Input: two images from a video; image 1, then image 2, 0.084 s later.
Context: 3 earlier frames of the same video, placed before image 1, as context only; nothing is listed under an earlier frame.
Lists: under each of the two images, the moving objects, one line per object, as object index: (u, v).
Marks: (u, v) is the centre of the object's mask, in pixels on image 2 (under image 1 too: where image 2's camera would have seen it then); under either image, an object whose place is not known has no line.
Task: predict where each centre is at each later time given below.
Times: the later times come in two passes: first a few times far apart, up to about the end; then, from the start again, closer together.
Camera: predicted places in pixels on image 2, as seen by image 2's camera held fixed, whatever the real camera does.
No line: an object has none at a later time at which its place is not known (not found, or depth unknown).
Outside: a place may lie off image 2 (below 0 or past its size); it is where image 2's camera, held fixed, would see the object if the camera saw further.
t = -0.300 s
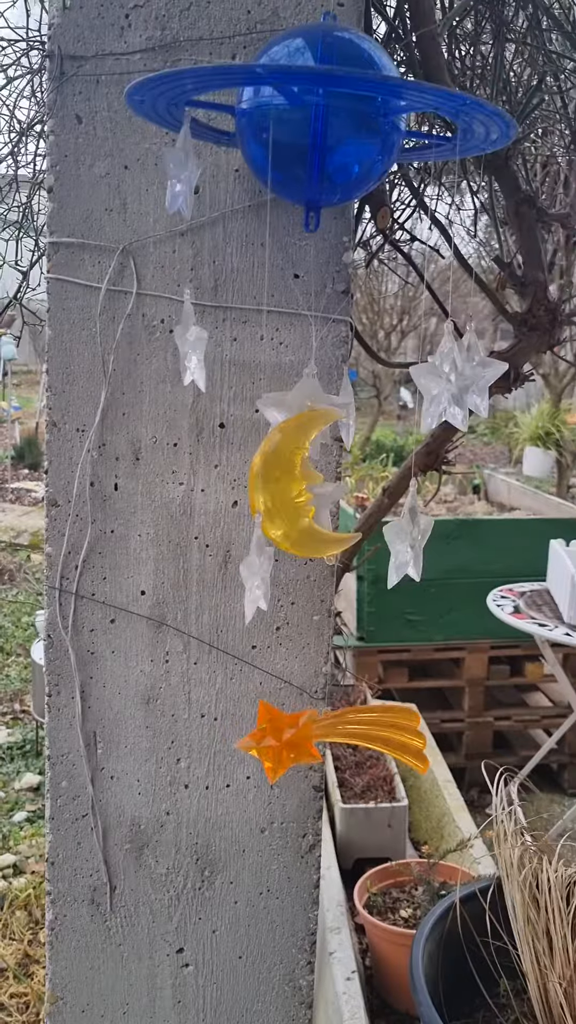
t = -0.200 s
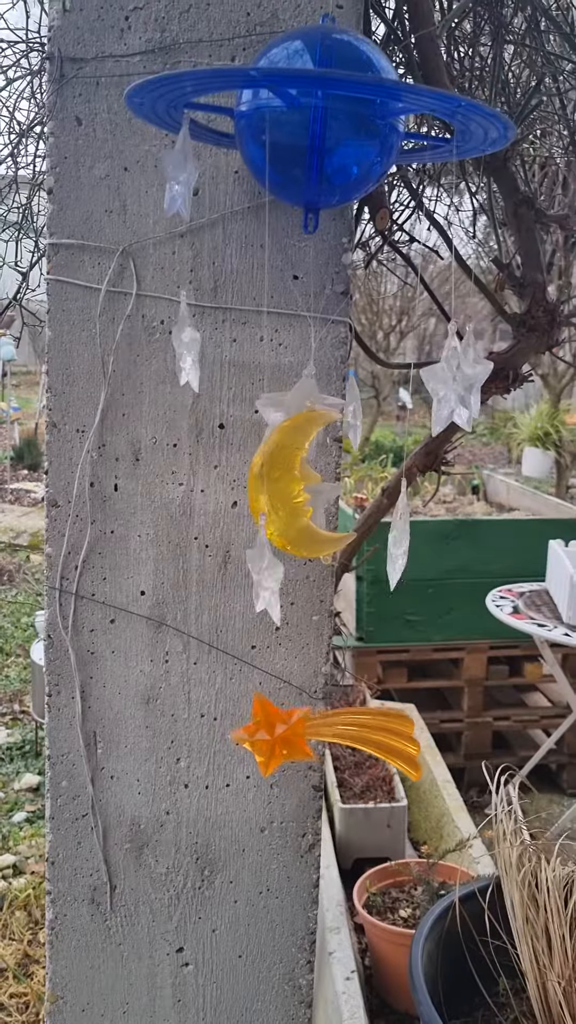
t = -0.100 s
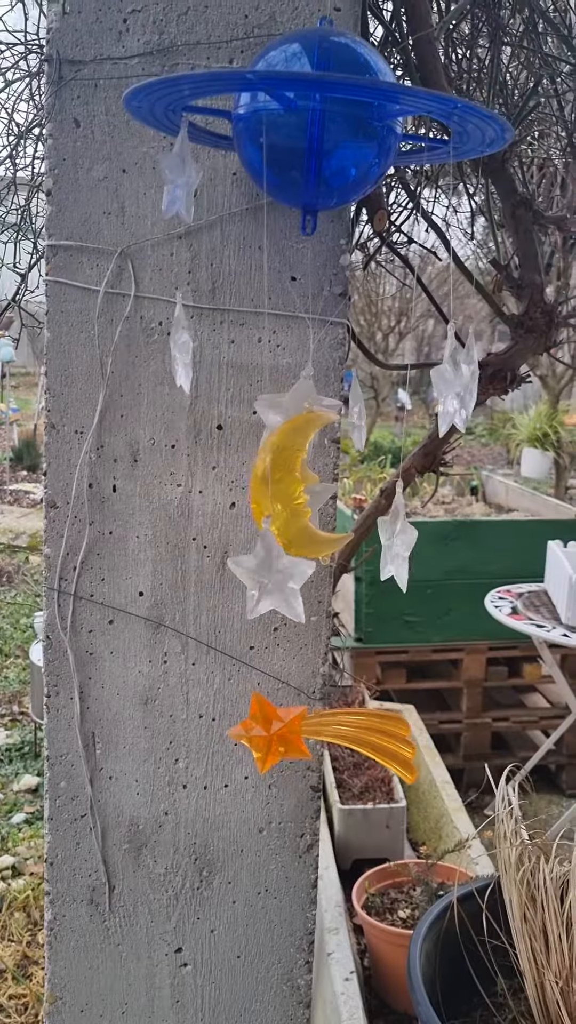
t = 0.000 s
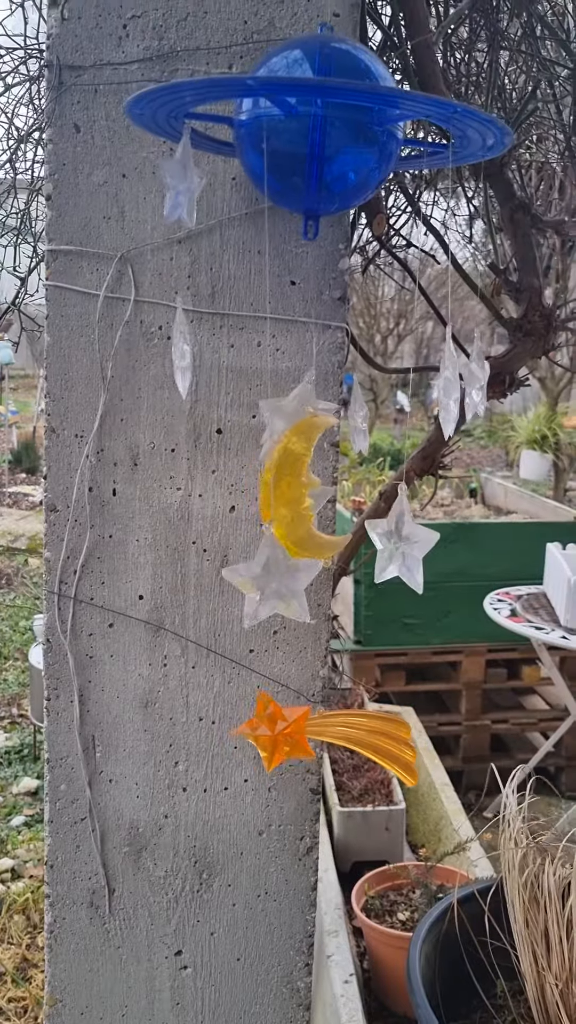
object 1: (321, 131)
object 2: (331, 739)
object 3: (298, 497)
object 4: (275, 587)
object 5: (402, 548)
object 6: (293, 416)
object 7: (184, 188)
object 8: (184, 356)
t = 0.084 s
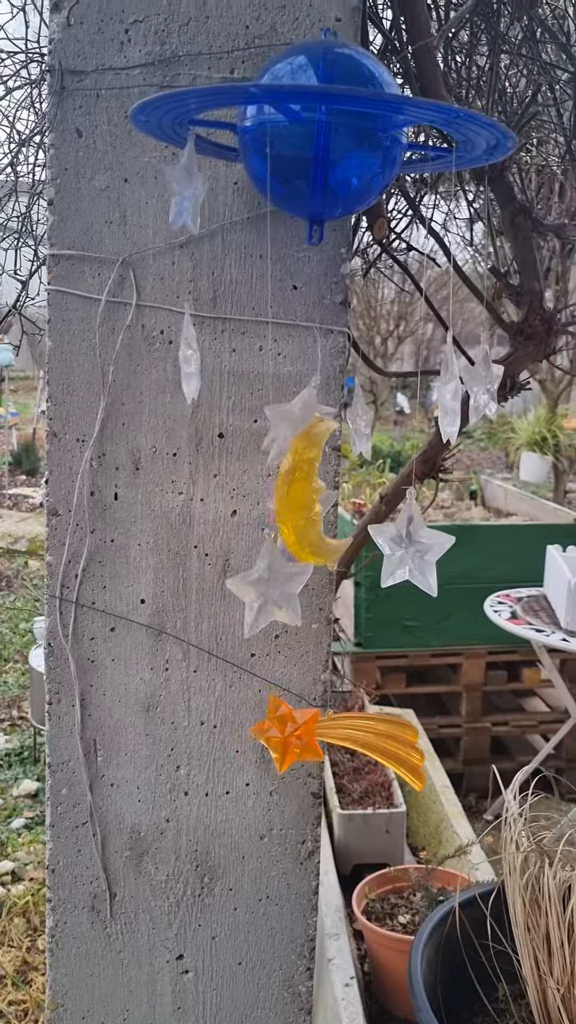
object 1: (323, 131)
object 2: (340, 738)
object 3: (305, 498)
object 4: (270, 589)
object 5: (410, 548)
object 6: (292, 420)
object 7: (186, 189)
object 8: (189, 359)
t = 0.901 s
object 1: (331, 130)
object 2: (351, 734)
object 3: (329, 493)
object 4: (300, 582)
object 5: (425, 553)
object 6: (305, 426)
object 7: (194, 193)
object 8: (200, 364)
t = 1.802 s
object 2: (328, 767)
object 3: (318, 495)
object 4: (255, 574)
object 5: (397, 553)
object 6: (352, 427)
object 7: (193, 195)
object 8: (197, 364)
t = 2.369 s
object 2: (339, 762)
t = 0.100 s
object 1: (324, 130)
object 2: (342, 737)
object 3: (307, 498)
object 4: (269, 590)
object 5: (412, 548)
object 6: (293, 421)
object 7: (186, 189)
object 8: (191, 360)
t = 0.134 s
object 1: (325, 130)
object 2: (346, 737)
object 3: (311, 498)
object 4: (267, 591)
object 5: (416, 547)
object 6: (294, 422)
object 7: (187, 190)
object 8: (195, 360)
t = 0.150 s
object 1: (325, 130)
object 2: (348, 736)
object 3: (314, 498)
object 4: (266, 590)
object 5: (418, 546)
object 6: (295, 423)
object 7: (188, 190)
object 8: (197, 360)
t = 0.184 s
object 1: (326, 130)
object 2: (352, 735)
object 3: (318, 498)
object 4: (264, 589)
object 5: (421, 545)
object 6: (297, 425)
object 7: (190, 191)
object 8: (200, 361)
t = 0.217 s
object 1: (327, 130)
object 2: (355, 734)
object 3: (323, 497)
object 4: (264, 590)
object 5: (425, 544)
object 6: (300, 425)
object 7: (192, 192)
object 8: (204, 362)
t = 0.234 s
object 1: (327, 130)
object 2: (357, 733)
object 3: (325, 497)
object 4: (265, 590)
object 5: (426, 543)
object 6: (301, 426)
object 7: (192, 192)
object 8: (205, 363)
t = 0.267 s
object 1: (329, 130)
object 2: (361, 732)
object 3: (329, 496)
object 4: (265, 592)
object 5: (429, 542)
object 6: (304, 426)
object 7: (194, 193)
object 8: (208, 363)
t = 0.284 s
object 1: (330, 130)
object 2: (362, 731)
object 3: (331, 497)
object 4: (266, 592)
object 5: (430, 542)
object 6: (306, 427)
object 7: (195, 192)
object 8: (209, 364)
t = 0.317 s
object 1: (331, 130)
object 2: (365, 730)
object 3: (336, 495)
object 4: (268, 593)
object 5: (433, 541)
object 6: (308, 427)
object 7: (196, 193)
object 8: (211, 364)
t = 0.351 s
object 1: (332, 130)
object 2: (367, 729)
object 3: (339, 494)
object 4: (270, 592)
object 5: (435, 541)
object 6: (311, 427)
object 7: (198, 193)
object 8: (212, 364)
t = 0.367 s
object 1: (333, 130)
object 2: (368, 728)
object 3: (342, 494)
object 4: (271, 592)
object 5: (437, 541)
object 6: (312, 428)
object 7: (198, 193)
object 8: (212, 364)
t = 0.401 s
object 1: (334, 130)
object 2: (369, 728)
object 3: (345, 493)
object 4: (273, 592)
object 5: (439, 539)
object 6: (314, 427)
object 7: (199, 194)
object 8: (212, 364)
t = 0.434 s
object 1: (335, 130)
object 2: (370, 727)
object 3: (348, 493)
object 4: (276, 591)
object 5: (441, 538)
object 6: (316, 426)
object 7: (200, 194)
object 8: (212, 364)
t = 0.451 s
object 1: (336, 130)
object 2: (370, 726)
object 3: (349, 493)
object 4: (277, 591)
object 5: (444, 536)
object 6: (317, 425)
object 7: (200, 193)
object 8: (212, 365)
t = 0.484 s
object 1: (337, 130)
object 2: (370, 726)
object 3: (351, 493)
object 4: (280, 590)
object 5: (447, 536)
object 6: (319, 425)
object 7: (201, 195)
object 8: (211, 366)
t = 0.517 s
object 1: (339, 130)
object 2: (370, 726)
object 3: (353, 492)
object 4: (282, 589)
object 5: (450, 538)
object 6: (321, 425)
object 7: (201, 196)
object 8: (210, 368)
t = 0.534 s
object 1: (338, 131)
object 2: (370, 726)
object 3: (353, 492)
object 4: (284, 589)
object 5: (452, 540)
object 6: (322, 425)
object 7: (201, 196)
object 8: (209, 369)
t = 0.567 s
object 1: (338, 131)
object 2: (369, 726)
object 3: (354, 491)
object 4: (286, 588)
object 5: (454, 541)
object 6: (322, 425)
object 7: (201, 196)
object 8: (207, 369)
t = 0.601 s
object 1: (339, 131)
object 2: (368, 726)
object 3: (354, 490)
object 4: (289, 586)
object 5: (456, 543)
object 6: (322, 425)
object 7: (201, 196)
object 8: (206, 368)
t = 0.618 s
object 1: (339, 131)
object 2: (368, 726)
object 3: (354, 488)
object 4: (290, 585)
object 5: (457, 543)
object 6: (322, 425)
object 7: (201, 196)
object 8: (205, 368)
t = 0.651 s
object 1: (340, 130)
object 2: (366, 726)
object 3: (352, 491)
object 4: (293, 583)
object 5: (458, 543)
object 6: (321, 424)
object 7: (201, 195)
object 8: (203, 367)
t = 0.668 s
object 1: (338, 131)
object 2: (365, 726)
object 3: (351, 491)
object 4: (294, 582)
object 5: (458, 544)
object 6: (320, 424)
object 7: (200, 195)
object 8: (202, 365)
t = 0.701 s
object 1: (338, 131)
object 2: (364, 727)
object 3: (349, 491)
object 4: (296, 581)
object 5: (457, 546)
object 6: (318, 425)
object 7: (200, 194)
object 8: (201, 364)
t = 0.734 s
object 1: (337, 131)
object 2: (362, 727)
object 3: (346, 492)
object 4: (298, 581)
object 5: (454, 548)
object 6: (317, 425)
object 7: (199, 195)
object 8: (200, 365)
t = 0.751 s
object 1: (337, 131)
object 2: (361, 728)
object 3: (345, 492)
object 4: (300, 579)
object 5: (453, 550)
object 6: (316, 425)
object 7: (199, 195)
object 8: (200, 366)
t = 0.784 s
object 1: (336, 131)
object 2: (359, 729)
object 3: (342, 492)
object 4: (301, 579)
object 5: (449, 551)
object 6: (314, 426)
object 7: (198, 195)
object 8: (200, 366)
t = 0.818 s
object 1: (335, 131)
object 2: (357, 730)
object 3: (338, 493)
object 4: (302, 581)
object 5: (443, 551)
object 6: (311, 427)
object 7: (198, 194)
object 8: (200, 365)
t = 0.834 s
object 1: (334, 130)
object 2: (356, 730)
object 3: (336, 493)
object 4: (303, 581)
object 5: (440, 553)
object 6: (310, 426)
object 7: (197, 194)
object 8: (200, 365)
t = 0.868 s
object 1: (332, 130)
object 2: (353, 731)
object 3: (332, 493)
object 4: (302, 581)
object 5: (433, 553)
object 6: (307, 426)
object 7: (195, 193)
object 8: (200, 365)
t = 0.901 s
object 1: (331, 130)
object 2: (351, 734)
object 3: (329, 493)
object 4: (300, 582)
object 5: (425, 553)
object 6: (305, 426)
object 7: (194, 193)
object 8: (200, 364)
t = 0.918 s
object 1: (330, 130)
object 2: (351, 735)
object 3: (327, 494)
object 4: (298, 583)
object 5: (421, 553)
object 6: (303, 426)
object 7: (193, 193)
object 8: (200, 364)
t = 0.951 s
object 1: (328, 130)
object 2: (349, 739)
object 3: (324, 496)
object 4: (294, 585)
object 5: (413, 552)
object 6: (301, 425)
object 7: (191, 192)
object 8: (200, 364)
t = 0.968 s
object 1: (327, 130)
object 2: (347, 740)
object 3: (322, 497)
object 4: (292, 586)
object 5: (409, 552)
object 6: (299, 425)
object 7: (191, 191)
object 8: (199, 363)
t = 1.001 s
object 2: (345, 742)
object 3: (318, 496)
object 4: (285, 588)
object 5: (401, 552)
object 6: (296, 424)
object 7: (189, 191)
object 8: (198, 363)
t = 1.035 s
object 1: (324, 130)
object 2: (343, 745)
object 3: (314, 496)
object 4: (277, 590)
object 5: (394, 551)
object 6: (294, 424)
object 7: (187, 192)
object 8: (196, 362)
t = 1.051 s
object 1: (323, 130)
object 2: (342, 746)
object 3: (313, 496)
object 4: (273, 590)
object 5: (391, 550)
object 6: (292, 424)
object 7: (186, 191)
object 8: (195, 362)
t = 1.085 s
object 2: (340, 746)
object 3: (310, 496)
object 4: (262, 590)
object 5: (386, 548)
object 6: (290, 422)
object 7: (184, 190)
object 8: (192, 361)
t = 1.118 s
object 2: (339, 746)
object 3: (306, 498)
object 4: (252, 589)
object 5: (382, 546)
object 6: (292, 419)
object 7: (183, 190)
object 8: (189, 360)
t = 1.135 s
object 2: (338, 747)
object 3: (304, 500)
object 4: (247, 589)
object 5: (381, 545)
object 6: (292, 418)
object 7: (183, 190)
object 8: (187, 360)
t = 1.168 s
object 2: (337, 750)
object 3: (300, 500)
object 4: (237, 590)
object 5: (379, 544)
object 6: (293, 417)
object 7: (182, 190)
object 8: (184, 360)
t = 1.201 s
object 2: (335, 753)
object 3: (296, 500)
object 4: (228, 591)
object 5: (380, 542)
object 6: (294, 414)
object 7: (181, 190)
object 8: (182, 359)
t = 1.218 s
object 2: (333, 754)
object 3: (295, 500)
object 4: (224, 589)
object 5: (381, 542)
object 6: (294, 413)
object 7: (180, 189)
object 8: (180, 359)
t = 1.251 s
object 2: (331, 757)
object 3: (292, 500)
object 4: (215, 589)
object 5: (383, 541)
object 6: (296, 411)
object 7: (179, 189)
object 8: (178, 358)
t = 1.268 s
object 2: (330, 758)
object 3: (291, 499)
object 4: (212, 588)
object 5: (384, 541)
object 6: (297, 410)
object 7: (179, 189)
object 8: (177, 357)
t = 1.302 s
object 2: (327, 760)
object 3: (290, 499)
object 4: (205, 588)
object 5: (386, 541)
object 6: (299, 409)
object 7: (179, 188)
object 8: (175, 355)
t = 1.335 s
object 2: (324, 762)
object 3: (289, 498)
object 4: (200, 587)
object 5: (389, 542)
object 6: (305, 417)
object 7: (178, 188)
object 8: (174, 355)
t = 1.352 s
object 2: (323, 763)
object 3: (289, 499)
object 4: (198, 587)
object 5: (390, 542)
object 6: (306, 416)
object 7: (179, 189)
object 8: (174, 355)
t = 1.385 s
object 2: (321, 766)
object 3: (289, 499)
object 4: (194, 586)
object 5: (393, 543)
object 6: (310, 417)
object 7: (179, 189)
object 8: (174, 355)
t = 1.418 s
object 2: (319, 767)
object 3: (289, 498)
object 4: (192, 585)
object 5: (395, 544)
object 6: (312, 417)
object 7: (181, 190)
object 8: (174, 357)
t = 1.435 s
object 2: (318, 768)
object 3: (290, 499)
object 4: (192, 584)
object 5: (396, 545)
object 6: (313, 419)
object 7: (181, 191)
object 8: (175, 358)
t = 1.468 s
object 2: (317, 769)
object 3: (291, 498)
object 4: (192, 583)
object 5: (398, 546)
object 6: (319, 420)
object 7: (183, 191)
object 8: (178, 359)
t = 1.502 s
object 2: (317, 769)
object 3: (293, 498)
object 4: (193, 583)
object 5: (400, 548)
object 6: (323, 420)
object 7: (184, 192)
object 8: (181, 360)
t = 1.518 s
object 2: (317, 769)
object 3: (294, 498)
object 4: (195, 582)
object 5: (400, 549)
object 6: (325, 420)
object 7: (184, 192)
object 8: (182, 360)
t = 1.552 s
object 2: (317, 769)
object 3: (296, 498)
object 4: (198, 580)
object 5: (401, 551)
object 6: (329, 421)
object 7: (185, 192)
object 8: (185, 360)
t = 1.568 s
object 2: (317, 769)
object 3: (298, 498)
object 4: (200, 579)
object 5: (401, 551)
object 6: (332, 421)
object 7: (186, 192)
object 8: (186, 361)
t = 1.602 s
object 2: (318, 769)
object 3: (300, 497)
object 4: (206, 578)
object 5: (400, 553)
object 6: (336, 422)
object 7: (188, 192)
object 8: (189, 360)
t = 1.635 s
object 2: (320, 769)
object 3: (303, 497)
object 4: (213, 577)
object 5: (400, 554)
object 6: (340, 422)
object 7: (189, 193)
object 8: (192, 360)
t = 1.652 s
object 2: (320, 769)
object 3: (304, 497)
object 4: (216, 576)
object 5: (399, 554)
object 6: (342, 424)
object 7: (190, 193)
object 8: (193, 361)
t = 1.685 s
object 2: (322, 769)
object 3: (307, 496)
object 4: (224, 576)
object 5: (398, 554)
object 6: (345, 426)
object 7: (191, 194)
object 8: (195, 362)
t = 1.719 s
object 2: (323, 769)
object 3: (310, 495)
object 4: (233, 576)
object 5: (398, 554)
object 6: (348, 426)
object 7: (191, 195)
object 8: (196, 363)
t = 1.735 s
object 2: (324, 769)
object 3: (312, 495)
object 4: (237, 575)
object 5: (397, 554)
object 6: (348, 426)
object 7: (191, 195)
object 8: (196, 364)
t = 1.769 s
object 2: (326, 768)
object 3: (315, 495)
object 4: (246, 574)
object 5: (397, 554)
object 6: (351, 427)
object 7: (191, 195)
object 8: (197, 364)
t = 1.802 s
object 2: (328, 767)
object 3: (318, 495)
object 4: (255, 574)
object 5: (397, 553)
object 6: (352, 427)
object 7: (193, 195)
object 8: (197, 364)
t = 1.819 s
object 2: (329, 766)
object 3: (319, 496)
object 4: (259, 573)
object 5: (397, 553)
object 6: (355, 428)
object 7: (193, 195)
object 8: (196, 364)
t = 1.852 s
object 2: (331, 764)
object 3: (321, 495)
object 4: (268, 574)
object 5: (398, 552)
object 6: (354, 427)
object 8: (196, 364)
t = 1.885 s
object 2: (333, 765)
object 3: (323, 495)
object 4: (275, 575)
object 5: (399, 551)
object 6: (355, 426)
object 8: (195, 364)
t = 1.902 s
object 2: (333, 766)
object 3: (323, 495)
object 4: (279, 575)
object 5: (400, 550)
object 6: (355, 427)
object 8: (194, 364)
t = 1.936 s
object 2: (335, 766)
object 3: (323, 494)
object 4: (285, 576)
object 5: (401, 547)
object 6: (359, 424)
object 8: (193, 365)
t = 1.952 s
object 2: (336, 766)
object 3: (323, 495)
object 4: (287, 578)
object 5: (402, 547)
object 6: (359, 424)
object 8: (193, 365)
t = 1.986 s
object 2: (337, 767)
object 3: (323, 494)
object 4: (291, 579)
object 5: (404, 546)
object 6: (358, 425)
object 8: (191, 365)
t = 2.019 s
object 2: (338, 767)
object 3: (322, 495)
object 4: (293, 581)
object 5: (406, 545)
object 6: (357, 425)
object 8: (190, 365)
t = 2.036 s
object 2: (339, 767)
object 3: (321, 495)
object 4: (293, 582)
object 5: (407, 544)
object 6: (356, 425)
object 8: (190, 364)
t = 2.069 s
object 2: (339, 767)
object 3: (319, 495)
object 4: (292, 584)
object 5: (408, 544)
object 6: (355, 425)
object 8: (189, 364)
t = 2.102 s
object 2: (339, 767)
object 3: (318, 495)
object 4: (290, 586)
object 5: (409, 544)
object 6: (355, 425)
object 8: (189, 363)
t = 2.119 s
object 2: (339, 767)
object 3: (317, 496)
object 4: (288, 587)
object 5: (410, 543)
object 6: (354, 425)
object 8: (190, 363)
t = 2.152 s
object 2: (338, 766)
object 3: (314, 496)
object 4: (282, 589)
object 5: (411, 543)
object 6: (353, 425)
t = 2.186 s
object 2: (338, 765)
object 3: (312, 496)
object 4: (275, 591)
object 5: (412, 542)
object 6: (352, 424)
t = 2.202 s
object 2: (337, 765)
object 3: (311, 495)
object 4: (271, 592)
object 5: (412, 543)
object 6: (352, 424)
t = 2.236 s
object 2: (337, 764)
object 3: (308, 496)
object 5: (413, 543)
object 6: (350, 424)
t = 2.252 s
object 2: (337, 764)
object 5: (413, 544)
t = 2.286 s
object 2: (337, 764)
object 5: (414, 545)
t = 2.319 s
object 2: (338, 763)
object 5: (414, 546)
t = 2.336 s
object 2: (338, 762)
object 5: (414, 548)
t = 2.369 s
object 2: (339, 762)
